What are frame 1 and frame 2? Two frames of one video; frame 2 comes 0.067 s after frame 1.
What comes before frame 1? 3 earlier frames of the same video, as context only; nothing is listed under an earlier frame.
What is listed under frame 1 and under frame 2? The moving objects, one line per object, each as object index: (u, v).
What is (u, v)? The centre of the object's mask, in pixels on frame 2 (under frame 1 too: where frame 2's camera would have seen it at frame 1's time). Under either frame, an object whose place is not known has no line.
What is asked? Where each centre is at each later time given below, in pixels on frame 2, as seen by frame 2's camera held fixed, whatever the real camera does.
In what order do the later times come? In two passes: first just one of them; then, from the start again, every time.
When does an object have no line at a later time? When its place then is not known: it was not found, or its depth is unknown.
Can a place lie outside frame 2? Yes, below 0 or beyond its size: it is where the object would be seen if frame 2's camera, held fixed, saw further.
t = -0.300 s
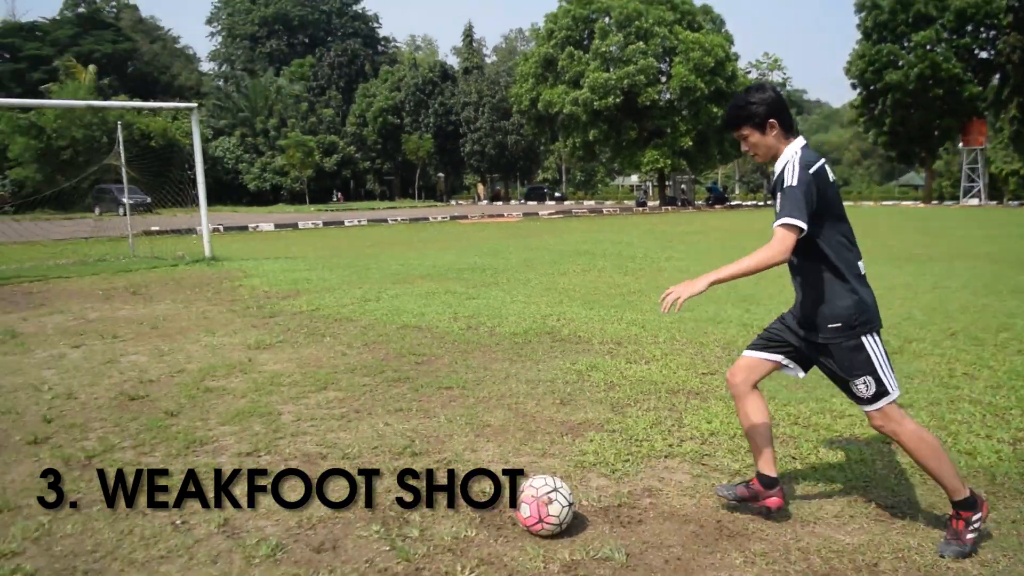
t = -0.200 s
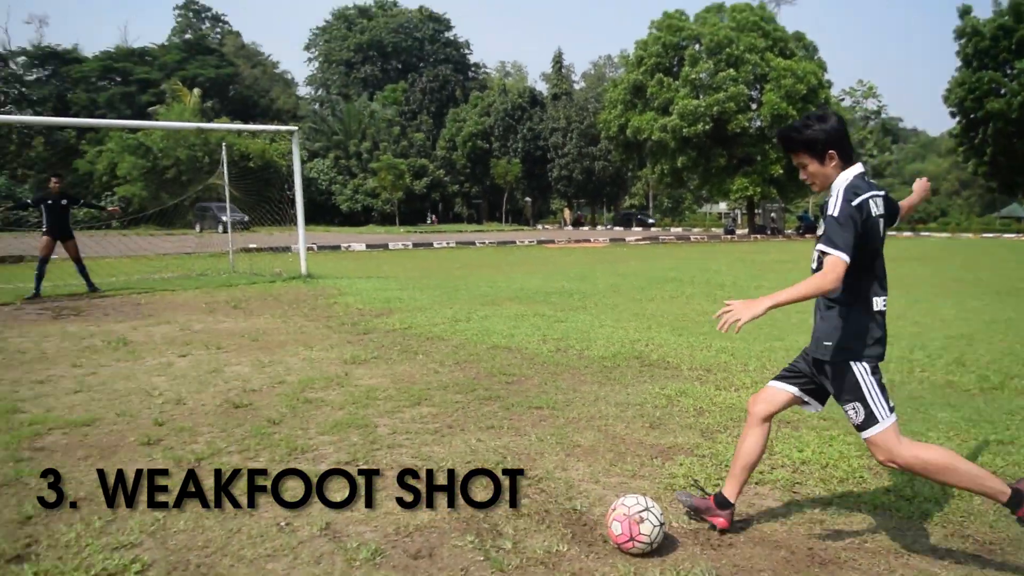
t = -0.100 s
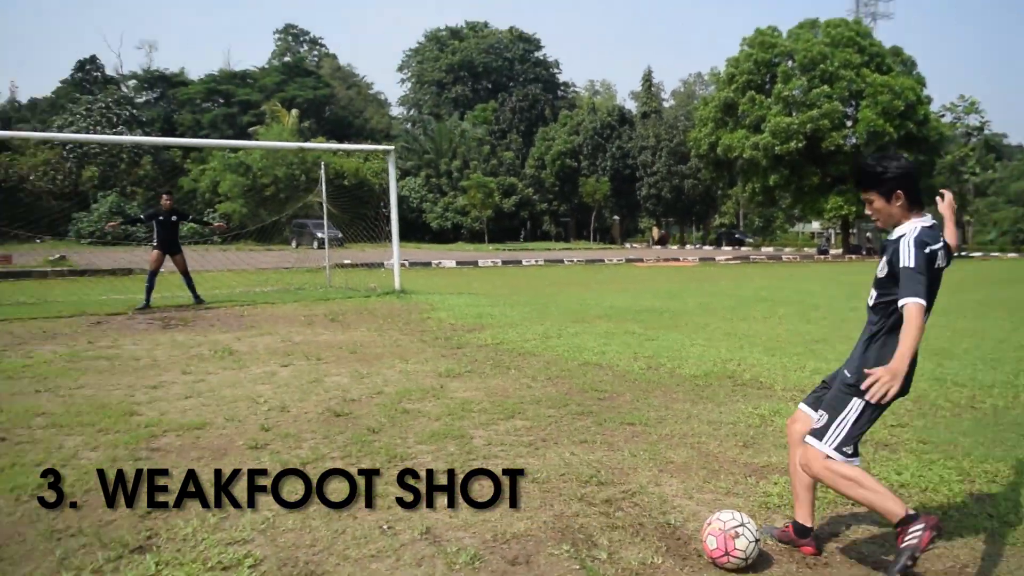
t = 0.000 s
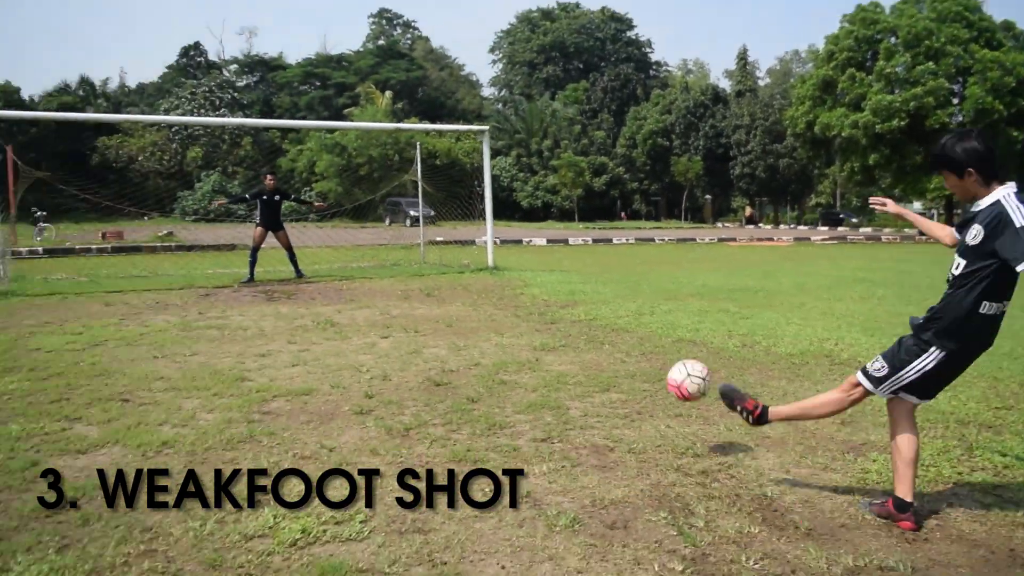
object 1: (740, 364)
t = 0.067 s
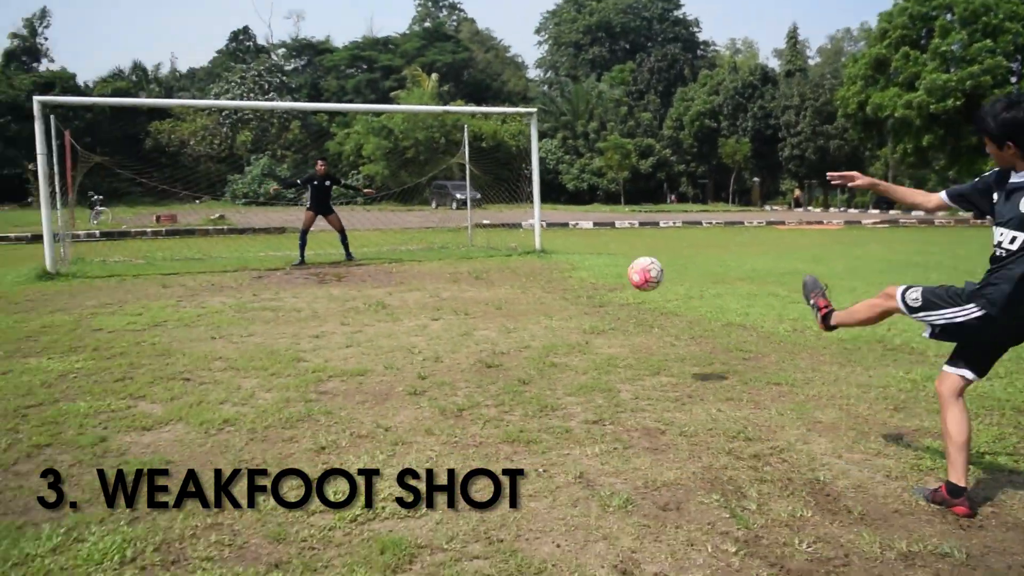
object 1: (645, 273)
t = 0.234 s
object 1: (537, 177)
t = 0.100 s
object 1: (613, 243)
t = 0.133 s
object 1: (587, 219)
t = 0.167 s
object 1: (568, 202)
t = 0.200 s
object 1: (552, 188)
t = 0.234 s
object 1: (537, 177)
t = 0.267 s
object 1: (525, 169)
